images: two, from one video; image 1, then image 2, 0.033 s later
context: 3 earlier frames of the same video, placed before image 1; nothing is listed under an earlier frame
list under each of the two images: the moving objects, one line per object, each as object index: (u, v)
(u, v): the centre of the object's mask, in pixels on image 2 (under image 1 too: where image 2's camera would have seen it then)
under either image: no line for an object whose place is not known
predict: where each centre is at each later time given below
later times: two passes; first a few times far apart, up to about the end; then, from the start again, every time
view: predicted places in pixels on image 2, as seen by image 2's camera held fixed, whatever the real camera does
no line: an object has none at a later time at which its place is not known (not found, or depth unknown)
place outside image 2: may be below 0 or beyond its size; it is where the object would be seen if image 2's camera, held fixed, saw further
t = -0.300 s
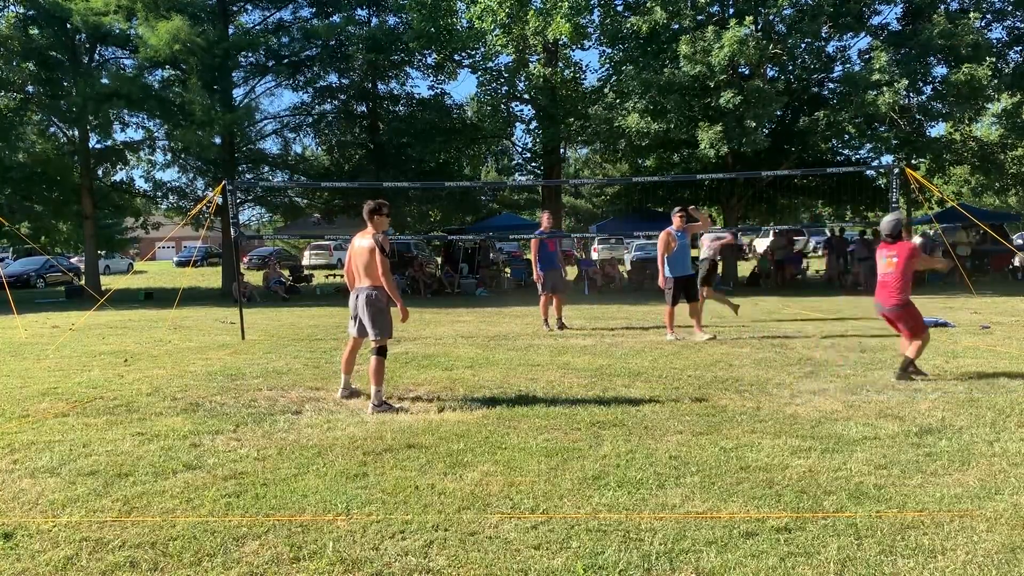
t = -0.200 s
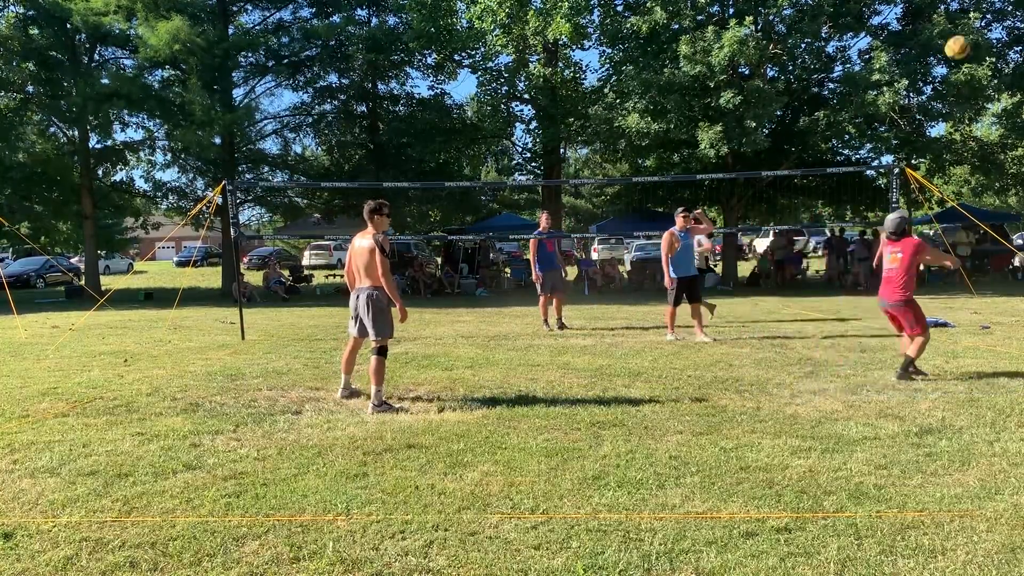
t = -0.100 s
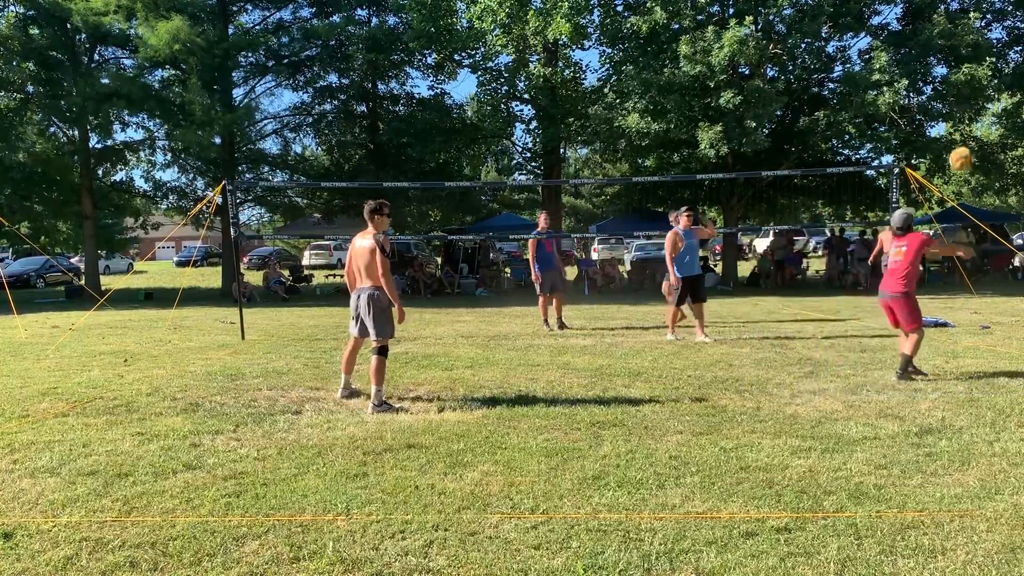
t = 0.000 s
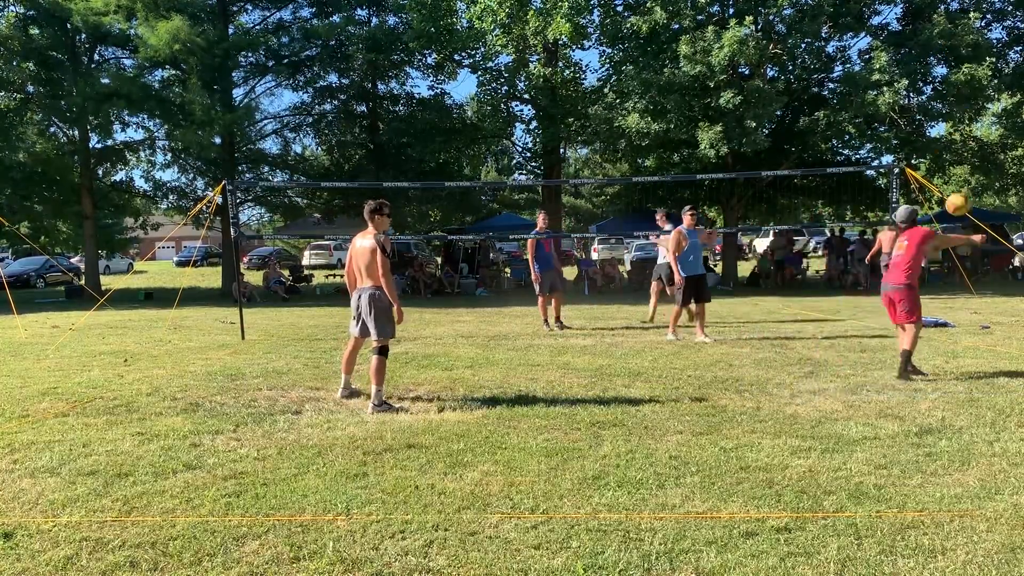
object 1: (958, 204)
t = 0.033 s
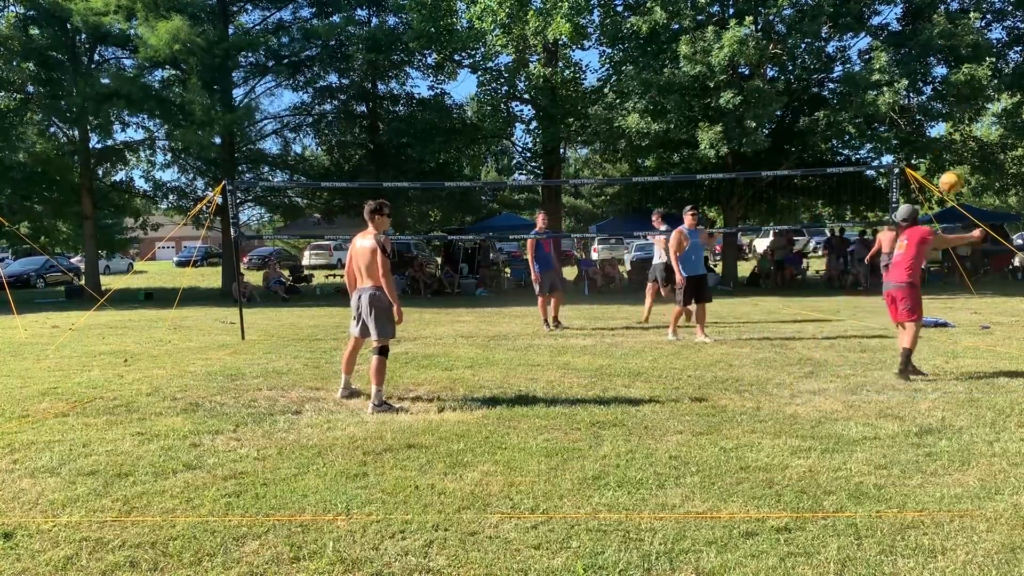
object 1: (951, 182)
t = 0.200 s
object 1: (919, 97)
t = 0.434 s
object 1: (879, 36)
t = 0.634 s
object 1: (850, 26)
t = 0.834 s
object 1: (826, 49)
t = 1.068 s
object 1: (800, 112)
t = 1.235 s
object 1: (785, 176)
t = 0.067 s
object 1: (944, 162)
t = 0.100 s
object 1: (937, 145)
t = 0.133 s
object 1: (931, 127)
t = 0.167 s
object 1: (925, 112)
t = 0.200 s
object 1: (919, 97)
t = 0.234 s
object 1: (913, 84)
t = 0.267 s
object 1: (907, 73)
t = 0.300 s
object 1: (901, 63)
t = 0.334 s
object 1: (895, 54)
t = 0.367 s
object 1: (890, 46)
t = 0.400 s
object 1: (885, 40)
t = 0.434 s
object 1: (879, 36)
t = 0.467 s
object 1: (874, 32)
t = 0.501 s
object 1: (869, 28)
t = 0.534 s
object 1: (864, 26)
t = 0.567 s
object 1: (859, 25)
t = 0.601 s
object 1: (855, 25)
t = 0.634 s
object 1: (850, 26)
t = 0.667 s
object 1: (846, 27)
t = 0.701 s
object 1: (841, 30)
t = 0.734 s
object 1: (837, 34)
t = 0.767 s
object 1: (832, 38)
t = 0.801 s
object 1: (828, 43)
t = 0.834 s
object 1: (826, 49)
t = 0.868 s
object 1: (821, 56)
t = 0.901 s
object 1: (817, 64)
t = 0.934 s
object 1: (813, 72)
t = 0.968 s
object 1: (810, 81)
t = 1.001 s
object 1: (806, 91)
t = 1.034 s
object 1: (803, 101)
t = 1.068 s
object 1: (800, 112)
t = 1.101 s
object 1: (796, 124)
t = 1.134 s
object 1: (793, 136)
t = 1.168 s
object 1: (791, 149)
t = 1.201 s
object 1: (788, 162)
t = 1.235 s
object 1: (785, 176)
